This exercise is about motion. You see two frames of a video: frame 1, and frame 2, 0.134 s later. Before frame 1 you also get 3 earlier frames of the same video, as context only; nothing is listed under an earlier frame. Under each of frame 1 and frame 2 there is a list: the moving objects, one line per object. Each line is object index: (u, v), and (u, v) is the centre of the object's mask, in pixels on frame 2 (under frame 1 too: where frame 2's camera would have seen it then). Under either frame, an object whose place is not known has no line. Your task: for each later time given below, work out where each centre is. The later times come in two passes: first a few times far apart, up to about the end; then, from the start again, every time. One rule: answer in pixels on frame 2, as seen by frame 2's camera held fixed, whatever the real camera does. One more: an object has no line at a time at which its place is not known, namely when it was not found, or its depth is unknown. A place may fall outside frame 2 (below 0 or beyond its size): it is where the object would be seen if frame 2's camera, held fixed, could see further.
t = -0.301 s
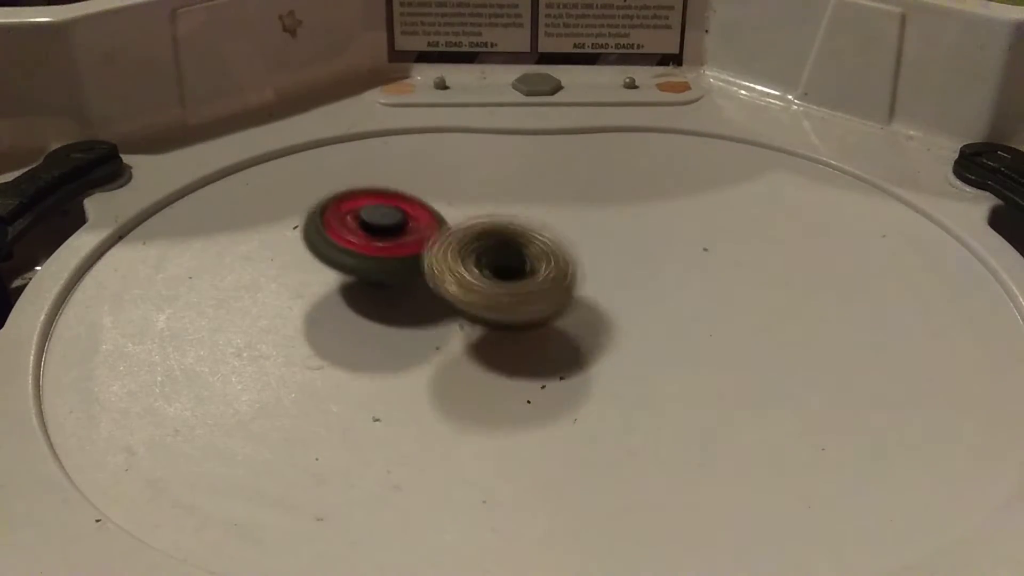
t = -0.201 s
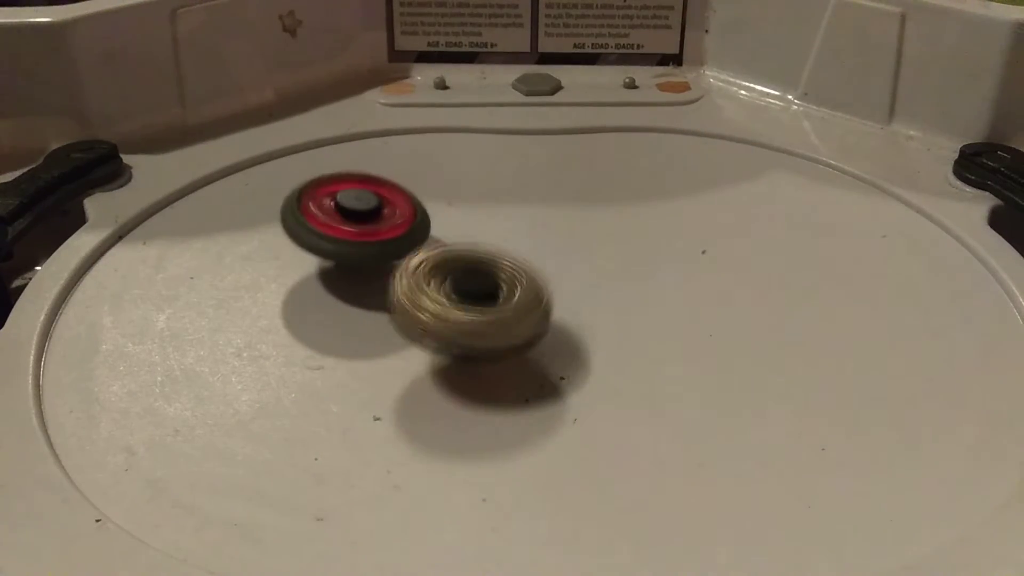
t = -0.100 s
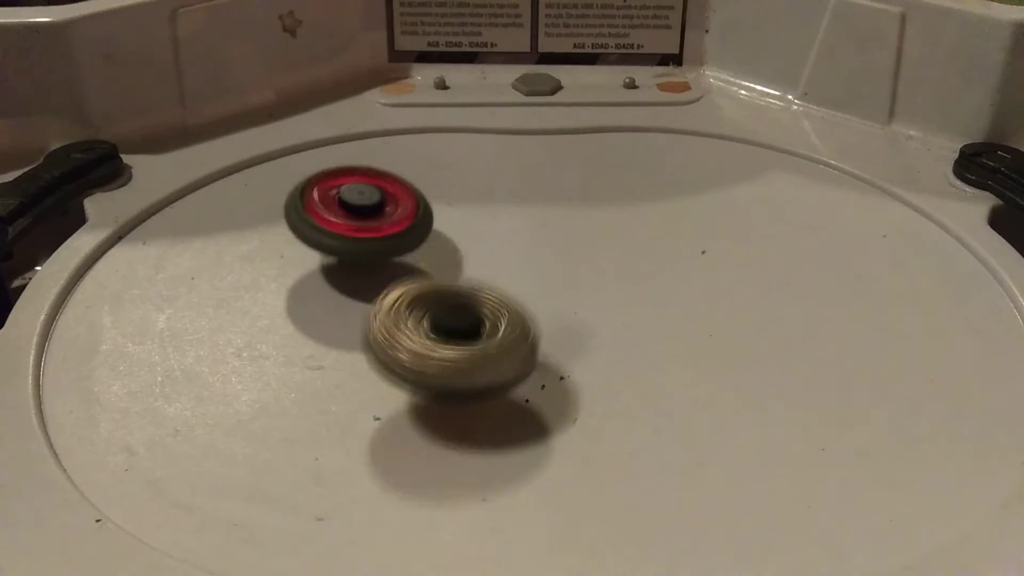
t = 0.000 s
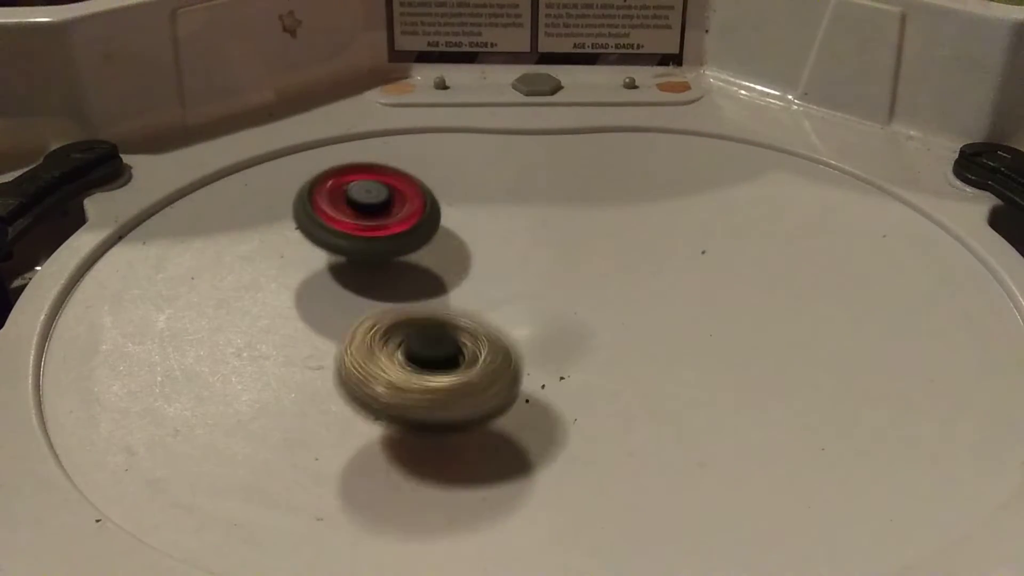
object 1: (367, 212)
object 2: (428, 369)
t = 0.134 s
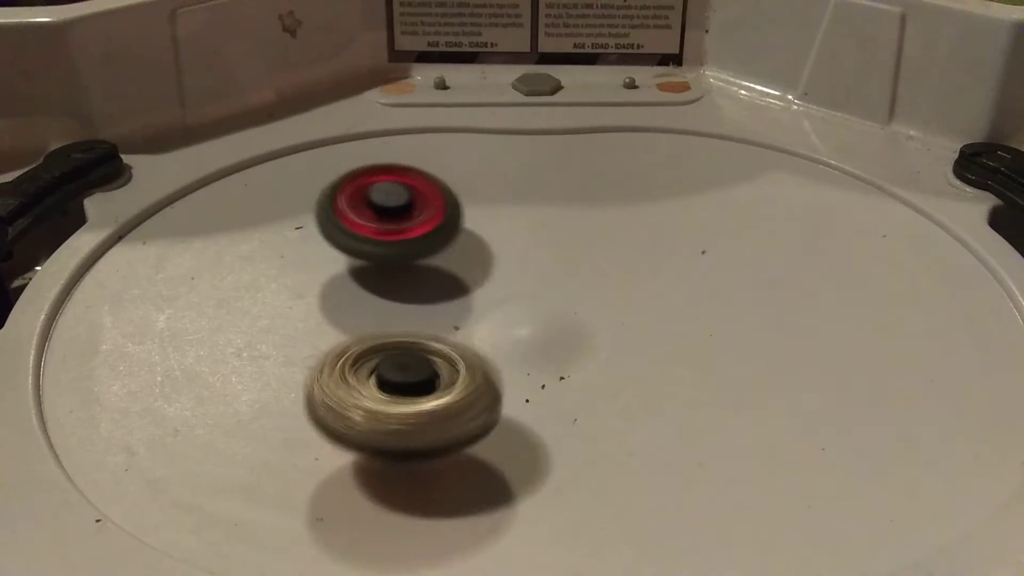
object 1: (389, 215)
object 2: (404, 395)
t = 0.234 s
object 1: (414, 220)
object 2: (398, 398)
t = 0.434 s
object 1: (481, 235)
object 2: (424, 368)
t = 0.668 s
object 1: (589, 237)
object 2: (503, 344)
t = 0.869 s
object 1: (678, 254)
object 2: (553, 313)
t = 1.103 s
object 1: (807, 249)
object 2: (426, 337)
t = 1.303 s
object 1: (821, 273)
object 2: (360, 313)
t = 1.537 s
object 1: (780, 312)
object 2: (373, 281)
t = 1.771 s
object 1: (681, 348)
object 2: (478, 260)
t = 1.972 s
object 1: (586, 363)
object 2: (509, 262)
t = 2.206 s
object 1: (482, 352)
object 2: (564, 228)
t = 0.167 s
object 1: (396, 216)
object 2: (399, 398)
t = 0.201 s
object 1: (405, 218)
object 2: (398, 399)
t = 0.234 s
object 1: (414, 220)
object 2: (398, 398)
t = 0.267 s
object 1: (424, 221)
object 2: (399, 396)
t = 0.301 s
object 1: (434, 223)
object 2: (399, 394)
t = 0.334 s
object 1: (445, 226)
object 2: (401, 390)
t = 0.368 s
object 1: (457, 229)
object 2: (405, 384)
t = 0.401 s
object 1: (469, 232)
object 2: (414, 377)
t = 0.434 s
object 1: (481, 235)
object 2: (424, 368)
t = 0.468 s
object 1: (493, 238)
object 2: (439, 357)
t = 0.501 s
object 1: (506, 241)
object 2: (453, 347)
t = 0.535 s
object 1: (520, 242)
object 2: (469, 337)
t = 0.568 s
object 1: (533, 242)
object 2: (484, 328)
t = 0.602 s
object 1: (552, 240)
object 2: (489, 335)
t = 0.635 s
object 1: (571, 238)
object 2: (495, 343)
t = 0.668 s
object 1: (589, 237)
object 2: (503, 344)
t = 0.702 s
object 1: (605, 239)
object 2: (509, 342)
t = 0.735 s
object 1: (619, 243)
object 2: (515, 338)
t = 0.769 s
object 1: (633, 246)
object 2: (523, 333)
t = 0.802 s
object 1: (648, 248)
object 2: (532, 327)
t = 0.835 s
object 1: (662, 251)
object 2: (540, 321)
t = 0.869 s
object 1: (678, 254)
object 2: (553, 313)
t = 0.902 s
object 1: (692, 256)
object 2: (566, 305)
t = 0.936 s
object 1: (724, 248)
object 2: (548, 306)
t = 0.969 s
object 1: (756, 242)
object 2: (513, 319)
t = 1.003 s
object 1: (779, 242)
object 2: (478, 327)
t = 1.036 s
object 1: (792, 242)
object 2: (453, 332)
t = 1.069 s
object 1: (801, 245)
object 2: (439, 337)
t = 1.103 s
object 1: (807, 249)
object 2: (426, 337)
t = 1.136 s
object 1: (813, 253)
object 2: (411, 334)
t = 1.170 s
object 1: (816, 257)
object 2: (398, 331)
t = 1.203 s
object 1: (819, 259)
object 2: (385, 326)
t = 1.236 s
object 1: (821, 264)
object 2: (374, 322)
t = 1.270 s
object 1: (821, 268)
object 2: (366, 318)
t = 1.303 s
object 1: (821, 273)
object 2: (360, 313)
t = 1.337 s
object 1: (819, 277)
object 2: (355, 309)
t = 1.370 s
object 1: (815, 282)
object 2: (352, 304)
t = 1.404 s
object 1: (811, 288)
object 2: (352, 300)
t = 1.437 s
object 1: (805, 293)
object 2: (353, 295)
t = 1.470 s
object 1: (798, 300)
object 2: (358, 290)
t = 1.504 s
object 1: (790, 306)
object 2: (365, 286)
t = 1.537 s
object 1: (780, 312)
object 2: (373, 281)
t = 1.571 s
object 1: (768, 318)
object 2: (384, 277)
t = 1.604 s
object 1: (756, 324)
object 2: (396, 273)
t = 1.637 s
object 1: (743, 329)
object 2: (411, 269)
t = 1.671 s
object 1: (728, 335)
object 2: (427, 266)
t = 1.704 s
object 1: (713, 339)
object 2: (444, 264)
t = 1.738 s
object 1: (697, 344)
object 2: (461, 262)
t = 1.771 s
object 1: (681, 348)
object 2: (478, 260)
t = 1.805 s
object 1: (666, 352)
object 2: (497, 259)
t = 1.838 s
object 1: (650, 355)
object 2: (510, 260)
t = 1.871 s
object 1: (634, 358)
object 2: (514, 261)
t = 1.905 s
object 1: (618, 360)
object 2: (513, 261)
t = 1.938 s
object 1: (602, 362)
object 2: (512, 262)
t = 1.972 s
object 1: (586, 363)
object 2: (509, 262)
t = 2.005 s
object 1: (571, 364)
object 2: (508, 261)
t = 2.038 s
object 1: (556, 364)
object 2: (507, 259)
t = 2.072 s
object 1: (541, 364)
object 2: (510, 254)
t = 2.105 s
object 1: (527, 361)
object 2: (520, 249)
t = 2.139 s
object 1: (511, 360)
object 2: (535, 242)
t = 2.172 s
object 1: (496, 356)
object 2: (550, 235)
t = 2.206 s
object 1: (482, 352)
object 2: (564, 228)
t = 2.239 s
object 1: (469, 347)
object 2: (579, 223)
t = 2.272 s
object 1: (455, 343)
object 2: (594, 220)
